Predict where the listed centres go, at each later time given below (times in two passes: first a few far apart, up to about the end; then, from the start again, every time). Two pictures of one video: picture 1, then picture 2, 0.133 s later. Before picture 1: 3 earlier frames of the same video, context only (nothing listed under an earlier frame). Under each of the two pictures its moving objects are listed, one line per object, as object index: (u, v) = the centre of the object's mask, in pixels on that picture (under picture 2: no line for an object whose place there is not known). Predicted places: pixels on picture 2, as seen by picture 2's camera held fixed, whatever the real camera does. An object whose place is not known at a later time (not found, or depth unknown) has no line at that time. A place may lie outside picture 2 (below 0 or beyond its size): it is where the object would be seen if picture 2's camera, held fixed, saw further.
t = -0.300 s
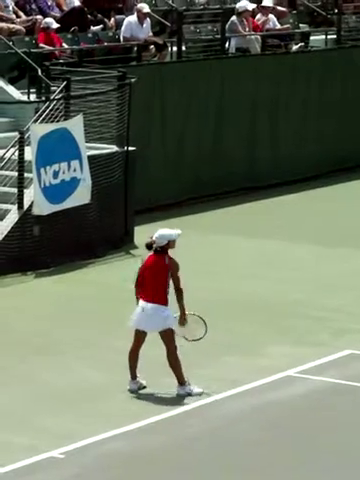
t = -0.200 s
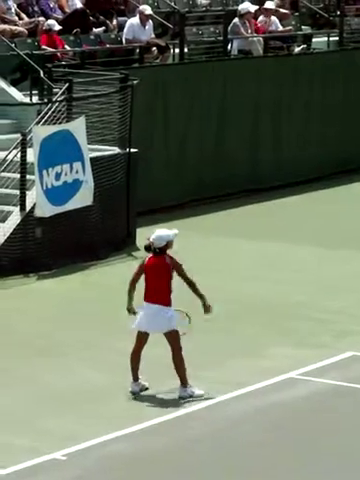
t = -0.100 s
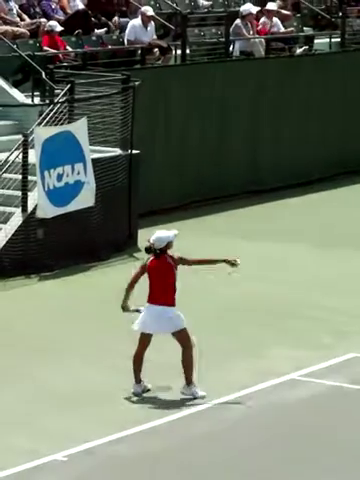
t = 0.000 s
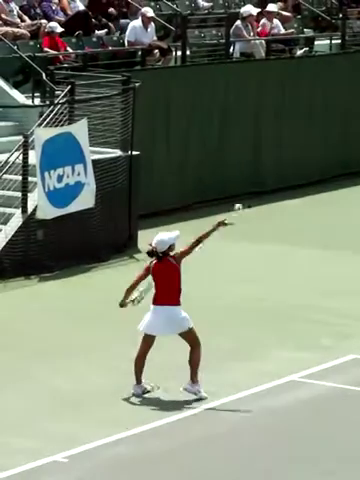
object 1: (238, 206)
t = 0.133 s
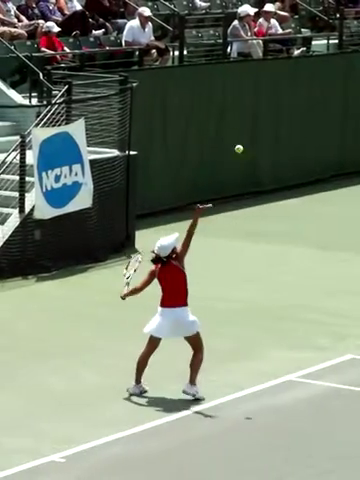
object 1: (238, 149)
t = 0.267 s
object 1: (241, 108)
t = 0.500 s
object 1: (244, 82)
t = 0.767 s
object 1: (245, 123)
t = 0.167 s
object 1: (239, 137)
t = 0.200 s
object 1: (240, 126)
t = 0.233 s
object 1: (240, 117)
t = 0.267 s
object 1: (241, 108)
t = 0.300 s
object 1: (241, 101)
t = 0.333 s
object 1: (242, 95)
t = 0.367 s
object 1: (242, 90)
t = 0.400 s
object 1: (243, 86)
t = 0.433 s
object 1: (243, 84)
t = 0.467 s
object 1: (244, 82)
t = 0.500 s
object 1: (244, 82)
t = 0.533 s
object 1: (244, 83)
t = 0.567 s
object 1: (244, 85)
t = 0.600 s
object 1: (244, 89)
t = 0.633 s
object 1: (244, 93)
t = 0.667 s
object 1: (245, 99)
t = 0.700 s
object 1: (244, 106)
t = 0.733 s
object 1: (244, 114)
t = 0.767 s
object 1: (245, 123)
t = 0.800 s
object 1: (244, 133)
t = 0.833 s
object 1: (244, 144)
